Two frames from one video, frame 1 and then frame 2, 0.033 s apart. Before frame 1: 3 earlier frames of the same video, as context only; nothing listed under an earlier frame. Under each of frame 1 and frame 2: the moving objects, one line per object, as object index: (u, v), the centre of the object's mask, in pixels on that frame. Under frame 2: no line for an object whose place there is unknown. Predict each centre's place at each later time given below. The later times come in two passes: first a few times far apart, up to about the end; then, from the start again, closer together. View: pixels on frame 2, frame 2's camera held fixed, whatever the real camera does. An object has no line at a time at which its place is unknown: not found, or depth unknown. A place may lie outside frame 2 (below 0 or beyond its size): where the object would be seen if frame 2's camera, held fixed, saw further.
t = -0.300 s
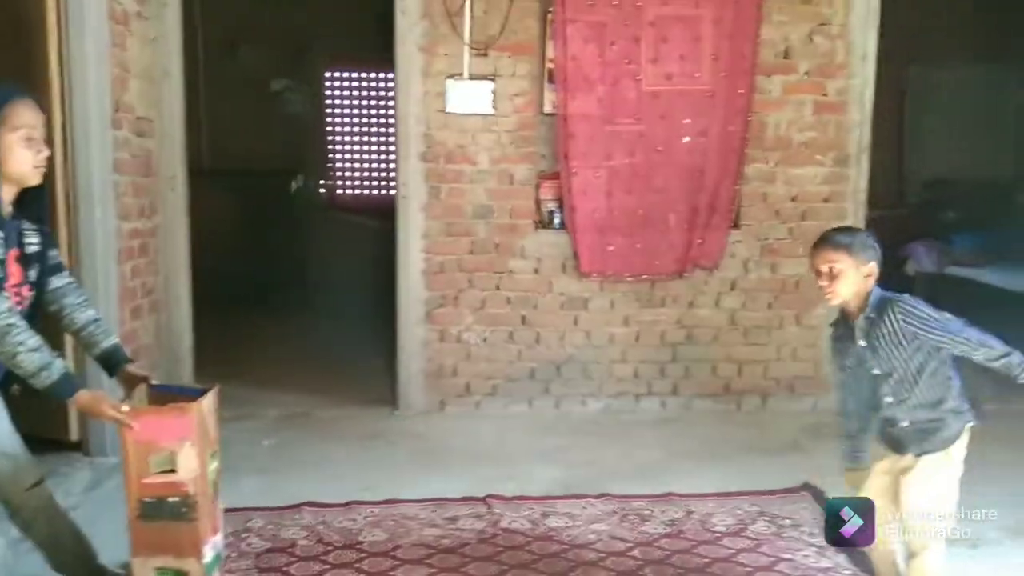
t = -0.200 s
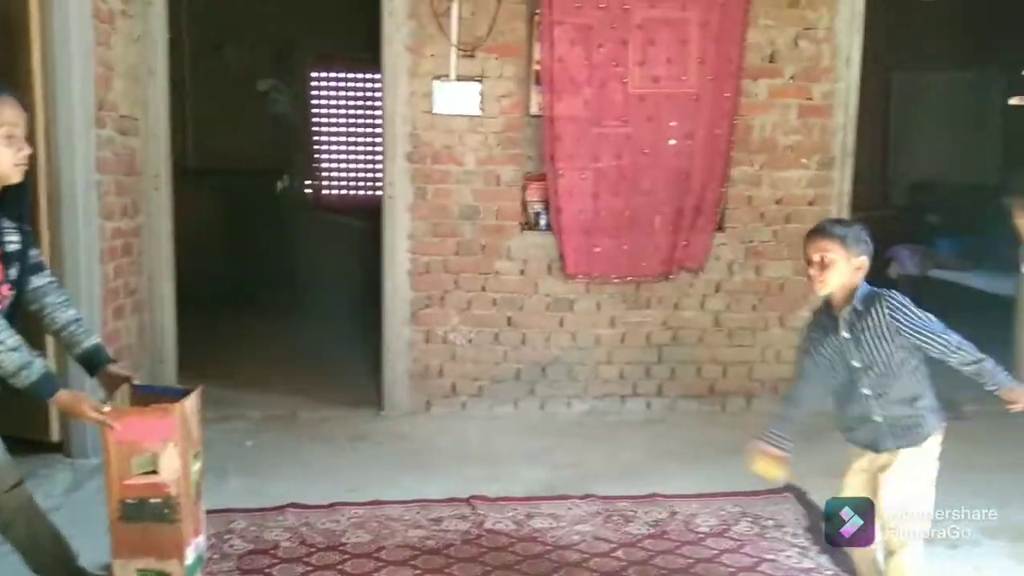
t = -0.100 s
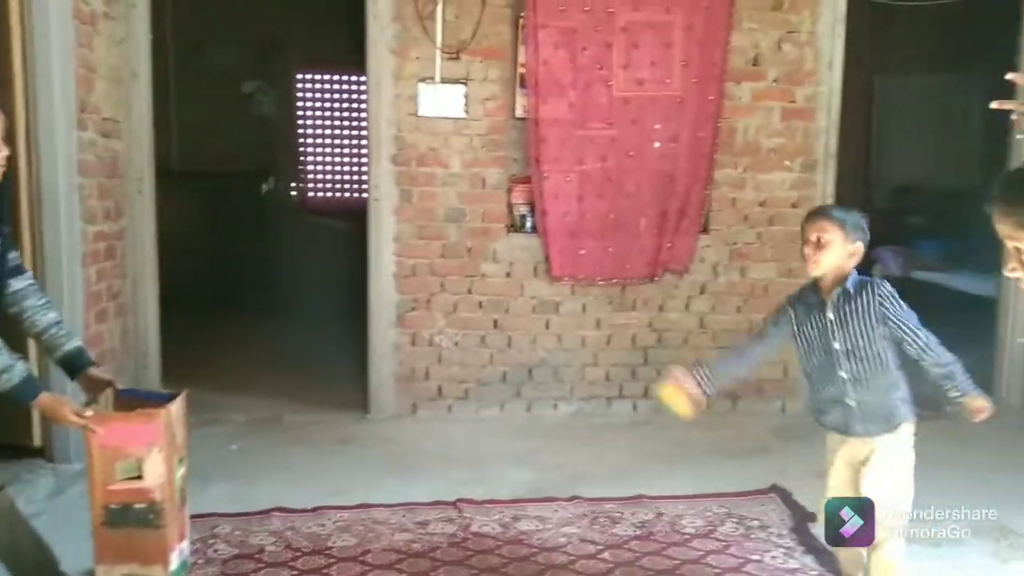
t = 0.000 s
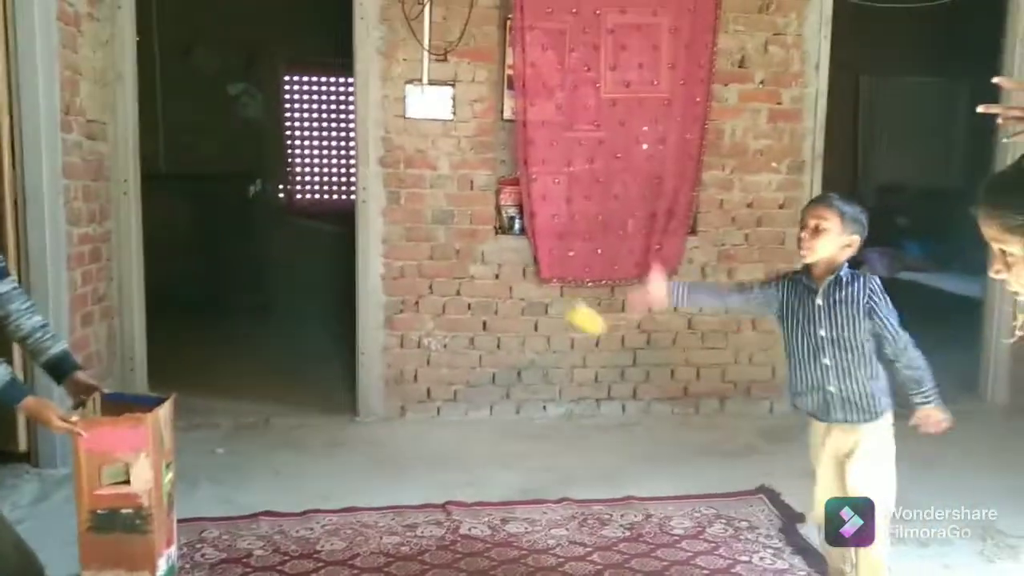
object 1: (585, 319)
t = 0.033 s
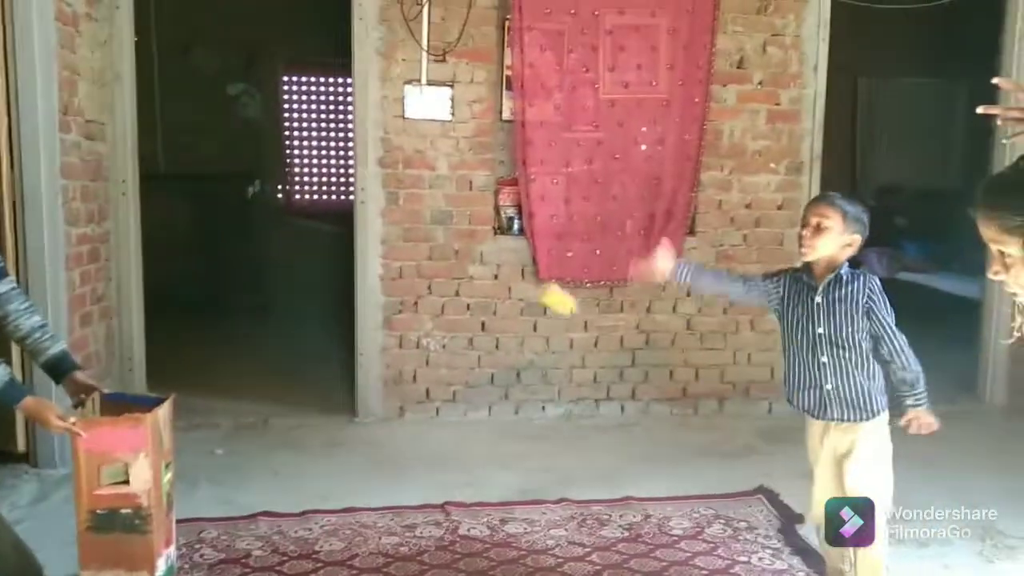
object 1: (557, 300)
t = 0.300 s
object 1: (323, 291)
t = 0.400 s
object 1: (228, 369)
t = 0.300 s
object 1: (323, 291)
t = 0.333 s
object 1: (291, 312)
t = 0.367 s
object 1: (260, 337)
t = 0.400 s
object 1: (228, 369)
